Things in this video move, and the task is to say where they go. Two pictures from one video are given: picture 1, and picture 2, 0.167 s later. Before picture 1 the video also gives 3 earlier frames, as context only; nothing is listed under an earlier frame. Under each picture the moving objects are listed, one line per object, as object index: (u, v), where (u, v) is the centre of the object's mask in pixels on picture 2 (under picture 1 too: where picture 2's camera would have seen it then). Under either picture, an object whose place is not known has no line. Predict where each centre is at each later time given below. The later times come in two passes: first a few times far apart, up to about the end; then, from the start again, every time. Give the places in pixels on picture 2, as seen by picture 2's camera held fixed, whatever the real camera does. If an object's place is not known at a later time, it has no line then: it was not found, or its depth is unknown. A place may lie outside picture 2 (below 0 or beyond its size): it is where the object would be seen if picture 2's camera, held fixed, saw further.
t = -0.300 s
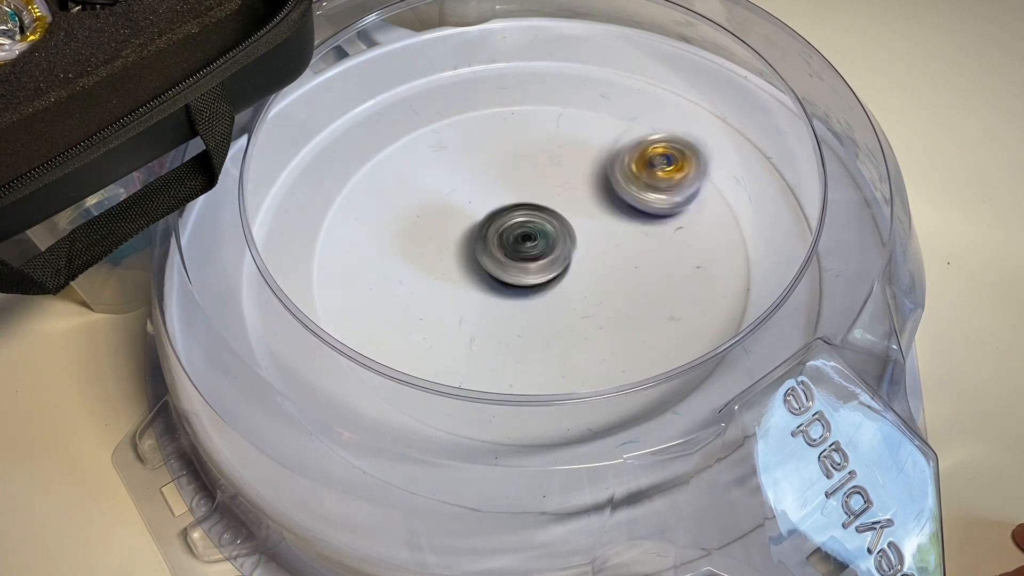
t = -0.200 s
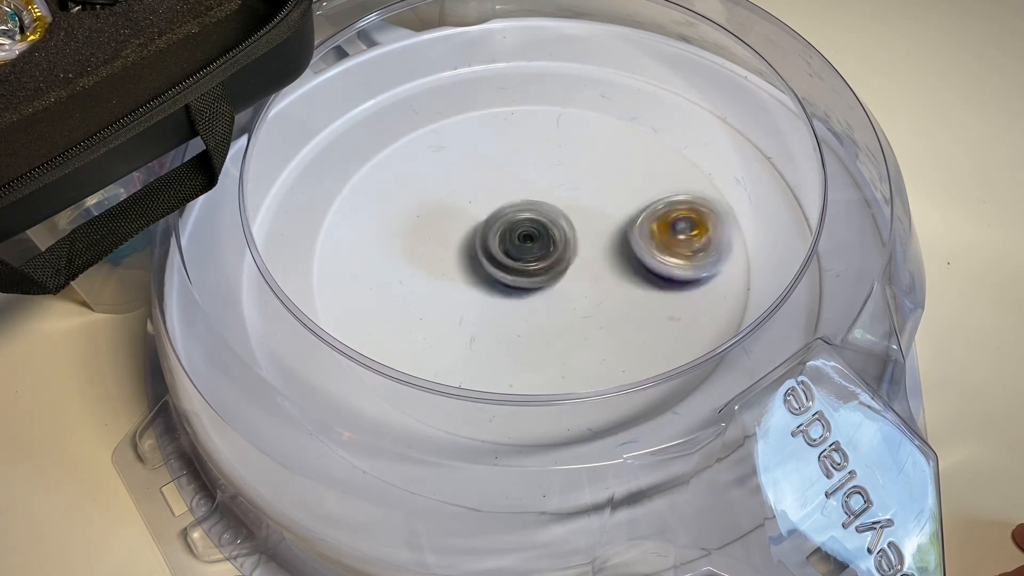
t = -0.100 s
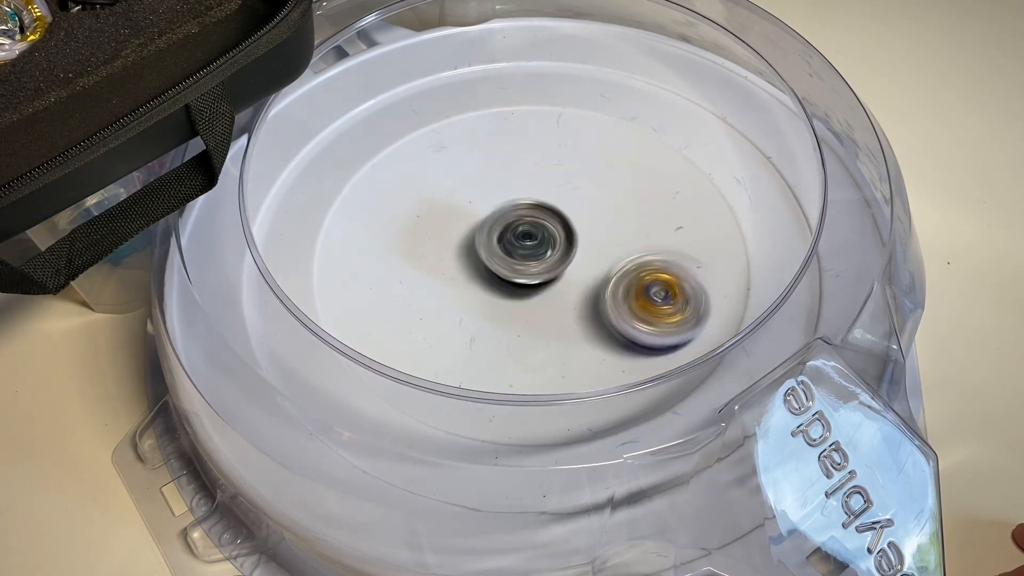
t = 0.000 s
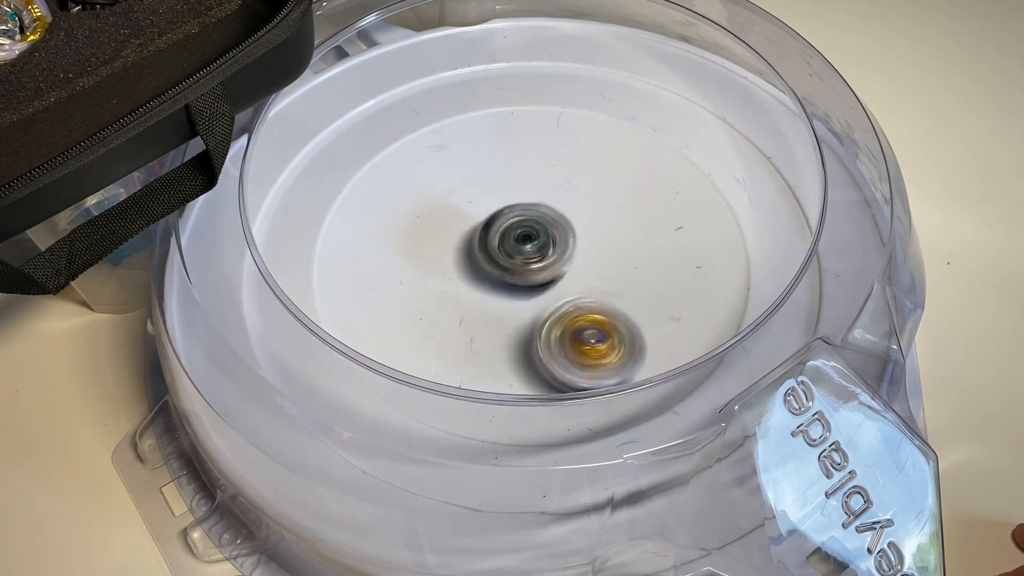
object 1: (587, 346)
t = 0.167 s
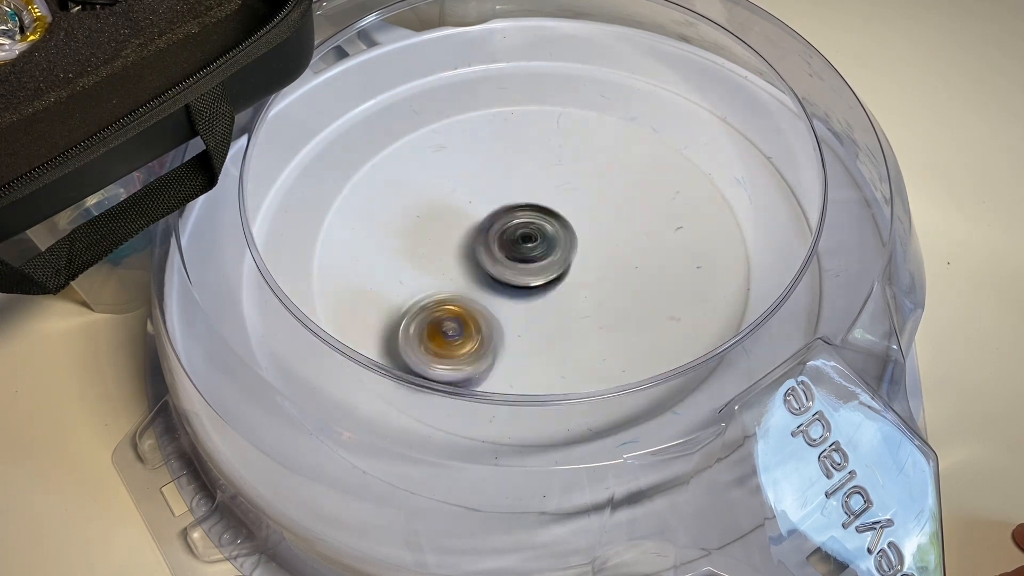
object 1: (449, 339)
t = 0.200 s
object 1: (425, 326)
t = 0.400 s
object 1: (392, 209)
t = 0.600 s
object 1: (514, 151)
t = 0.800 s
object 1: (637, 209)
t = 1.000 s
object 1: (615, 320)
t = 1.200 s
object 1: (457, 328)
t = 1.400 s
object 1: (415, 218)
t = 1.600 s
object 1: (527, 156)
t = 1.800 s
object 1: (640, 213)
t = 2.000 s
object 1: (593, 319)
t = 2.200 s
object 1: (443, 308)
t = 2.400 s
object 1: (422, 203)
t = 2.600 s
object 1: (542, 165)
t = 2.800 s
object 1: (637, 238)
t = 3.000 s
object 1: (582, 333)
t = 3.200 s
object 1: (441, 315)
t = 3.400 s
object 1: (428, 215)
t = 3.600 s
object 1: (503, 151)
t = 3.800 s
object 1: (608, 188)
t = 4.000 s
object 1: (609, 279)
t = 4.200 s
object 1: (581, 333)
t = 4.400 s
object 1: (487, 298)
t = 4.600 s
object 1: (537, 263)
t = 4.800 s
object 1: (604, 273)
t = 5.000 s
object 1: (638, 378)
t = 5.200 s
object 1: (548, 376)
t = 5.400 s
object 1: (483, 303)
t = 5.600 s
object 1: (475, 220)
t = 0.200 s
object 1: (425, 326)
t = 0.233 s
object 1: (405, 309)
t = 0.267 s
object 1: (391, 291)
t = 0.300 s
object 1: (385, 268)
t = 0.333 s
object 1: (383, 248)
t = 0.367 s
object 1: (385, 229)
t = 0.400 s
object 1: (392, 209)
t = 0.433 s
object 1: (406, 193)
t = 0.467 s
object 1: (424, 179)
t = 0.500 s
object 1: (442, 166)
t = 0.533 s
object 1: (466, 158)
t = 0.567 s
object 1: (491, 153)
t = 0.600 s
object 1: (514, 151)
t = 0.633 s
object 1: (540, 154)
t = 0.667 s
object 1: (565, 158)
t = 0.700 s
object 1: (586, 167)
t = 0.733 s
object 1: (606, 180)
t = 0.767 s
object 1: (626, 192)
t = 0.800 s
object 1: (637, 209)
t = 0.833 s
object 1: (645, 228)
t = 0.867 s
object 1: (652, 247)
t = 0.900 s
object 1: (650, 268)
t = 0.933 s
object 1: (642, 288)
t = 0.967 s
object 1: (632, 306)
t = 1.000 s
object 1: (615, 320)
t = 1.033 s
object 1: (590, 335)
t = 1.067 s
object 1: (565, 344)
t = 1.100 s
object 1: (538, 347)
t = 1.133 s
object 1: (509, 345)
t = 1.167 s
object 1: (481, 340)
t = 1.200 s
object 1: (457, 328)
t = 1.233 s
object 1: (436, 313)
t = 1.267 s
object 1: (420, 296)
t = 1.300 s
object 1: (410, 277)
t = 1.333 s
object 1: (406, 256)
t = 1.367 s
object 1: (408, 235)
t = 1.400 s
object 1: (415, 218)
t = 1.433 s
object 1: (426, 201)
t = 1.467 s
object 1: (443, 186)
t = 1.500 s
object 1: (460, 172)
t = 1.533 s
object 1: (479, 163)
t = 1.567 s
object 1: (504, 158)
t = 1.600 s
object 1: (527, 156)
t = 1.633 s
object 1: (550, 157)
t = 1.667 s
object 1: (571, 162)
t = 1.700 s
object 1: (591, 170)
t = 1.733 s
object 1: (612, 182)
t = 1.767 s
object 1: (629, 196)
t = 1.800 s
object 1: (640, 213)
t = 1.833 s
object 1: (644, 233)
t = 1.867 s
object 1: (644, 253)
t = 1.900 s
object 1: (640, 272)
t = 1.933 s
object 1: (631, 290)
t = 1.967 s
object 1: (616, 306)
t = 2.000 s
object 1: (593, 319)
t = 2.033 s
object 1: (567, 330)
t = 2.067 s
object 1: (540, 336)
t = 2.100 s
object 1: (515, 335)
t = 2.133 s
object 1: (490, 329)
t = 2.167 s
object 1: (464, 320)
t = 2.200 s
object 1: (443, 308)
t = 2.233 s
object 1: (427, 293)
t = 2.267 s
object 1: (414, 276)
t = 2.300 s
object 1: (410, 257)
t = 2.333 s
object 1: (410, 238)
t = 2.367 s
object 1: (414, 219)
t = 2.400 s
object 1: (422, 203)
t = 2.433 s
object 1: (436, 189)
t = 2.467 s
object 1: (454, 177)
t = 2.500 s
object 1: (474, 168)
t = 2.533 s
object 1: (495, 163)
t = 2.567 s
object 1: (518, 162)
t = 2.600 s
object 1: (542, 165)
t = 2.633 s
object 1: (564, 170)
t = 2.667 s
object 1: (584, 180)
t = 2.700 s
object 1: (601, 192)
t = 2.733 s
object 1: (614, 208)
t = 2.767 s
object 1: (627, 223)
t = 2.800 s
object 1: (637, 238)
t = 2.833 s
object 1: (641, 256)
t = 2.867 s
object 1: (639, 275)
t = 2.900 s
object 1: (632, 293)
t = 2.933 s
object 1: (619, 309)
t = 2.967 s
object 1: (603, 323)
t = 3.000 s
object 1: (582, 333)
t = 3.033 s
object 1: (558, 339)
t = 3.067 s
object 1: (531, 340)
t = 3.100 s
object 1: (505, 337)
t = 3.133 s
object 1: (482, 333)
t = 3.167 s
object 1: (460, 326)
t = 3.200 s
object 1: (441, 315)
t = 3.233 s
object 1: (424, 300)
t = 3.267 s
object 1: (414, 284)
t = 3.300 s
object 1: (410, 265)
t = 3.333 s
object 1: (410, 248)
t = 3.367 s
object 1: (416, 231)
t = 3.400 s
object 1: (428, 215)
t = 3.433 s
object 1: (439, 202)
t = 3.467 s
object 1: (445, 187)
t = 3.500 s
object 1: (456, 173)
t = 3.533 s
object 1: (469, 164)
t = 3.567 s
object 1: (485, 156)
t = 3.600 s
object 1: (503, 151)
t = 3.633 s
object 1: (522, 151)
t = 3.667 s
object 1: (541, 155)
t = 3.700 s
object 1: (559, 163)
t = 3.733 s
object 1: (575, 173)
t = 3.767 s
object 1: (592, 182)
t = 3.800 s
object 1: (608, 188)
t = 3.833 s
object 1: (622, 197)
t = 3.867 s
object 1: (628, 211)
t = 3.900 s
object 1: (630, 229)
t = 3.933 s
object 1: (627, 246)
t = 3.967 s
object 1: (621, 263)
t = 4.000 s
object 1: (609, 279)
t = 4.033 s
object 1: (615, 291)
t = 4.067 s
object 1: (618, 300)
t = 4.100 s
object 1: (618, 309)
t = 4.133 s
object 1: (612, 315)
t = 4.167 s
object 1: (599, 326)
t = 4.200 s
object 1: (581, 333)
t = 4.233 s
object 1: (562, 333)
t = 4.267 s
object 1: (539, 331)
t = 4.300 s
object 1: (517, 326)
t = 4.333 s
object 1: (499, 314)
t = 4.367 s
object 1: (487, 299)
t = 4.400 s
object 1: (487, 298)
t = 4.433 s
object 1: (492, 298)
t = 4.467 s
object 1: (495, 293)
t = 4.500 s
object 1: (504, 285)
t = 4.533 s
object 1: (512, 277)
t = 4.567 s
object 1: (525, 268)
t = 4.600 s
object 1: (537, 263)
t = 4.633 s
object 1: (550, 258)
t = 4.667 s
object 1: (564, 257)
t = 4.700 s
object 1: (577, 257)
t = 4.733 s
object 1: (590, 260)
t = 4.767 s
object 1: (599, 267)
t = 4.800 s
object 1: (604, 273)
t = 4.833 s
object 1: (606, 286)
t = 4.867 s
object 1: (626, 310)
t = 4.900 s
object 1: (633, 334)
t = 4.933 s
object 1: (638, 346)
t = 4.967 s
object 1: (638, 366)
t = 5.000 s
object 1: (638, 378)
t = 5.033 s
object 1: (630, 383)
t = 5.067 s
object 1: (619, 398)
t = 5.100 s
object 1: (600, 401)
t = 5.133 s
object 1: (583, 403)
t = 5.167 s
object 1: (566, 389)
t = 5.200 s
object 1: (548, 376)
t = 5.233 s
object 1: (532, 360)
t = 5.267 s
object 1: (519, 350)
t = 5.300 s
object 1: (509, 337)
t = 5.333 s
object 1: (496, 328)
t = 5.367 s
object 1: (490, 316)
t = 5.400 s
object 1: (483, 303)
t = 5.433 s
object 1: (477, 291)
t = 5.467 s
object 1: (475, 276)
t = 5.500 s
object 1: (470, 262)
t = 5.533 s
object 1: (471, 248)
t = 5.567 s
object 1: (475, 233)
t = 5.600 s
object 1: (475, 220)
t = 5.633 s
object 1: (480, 210)
